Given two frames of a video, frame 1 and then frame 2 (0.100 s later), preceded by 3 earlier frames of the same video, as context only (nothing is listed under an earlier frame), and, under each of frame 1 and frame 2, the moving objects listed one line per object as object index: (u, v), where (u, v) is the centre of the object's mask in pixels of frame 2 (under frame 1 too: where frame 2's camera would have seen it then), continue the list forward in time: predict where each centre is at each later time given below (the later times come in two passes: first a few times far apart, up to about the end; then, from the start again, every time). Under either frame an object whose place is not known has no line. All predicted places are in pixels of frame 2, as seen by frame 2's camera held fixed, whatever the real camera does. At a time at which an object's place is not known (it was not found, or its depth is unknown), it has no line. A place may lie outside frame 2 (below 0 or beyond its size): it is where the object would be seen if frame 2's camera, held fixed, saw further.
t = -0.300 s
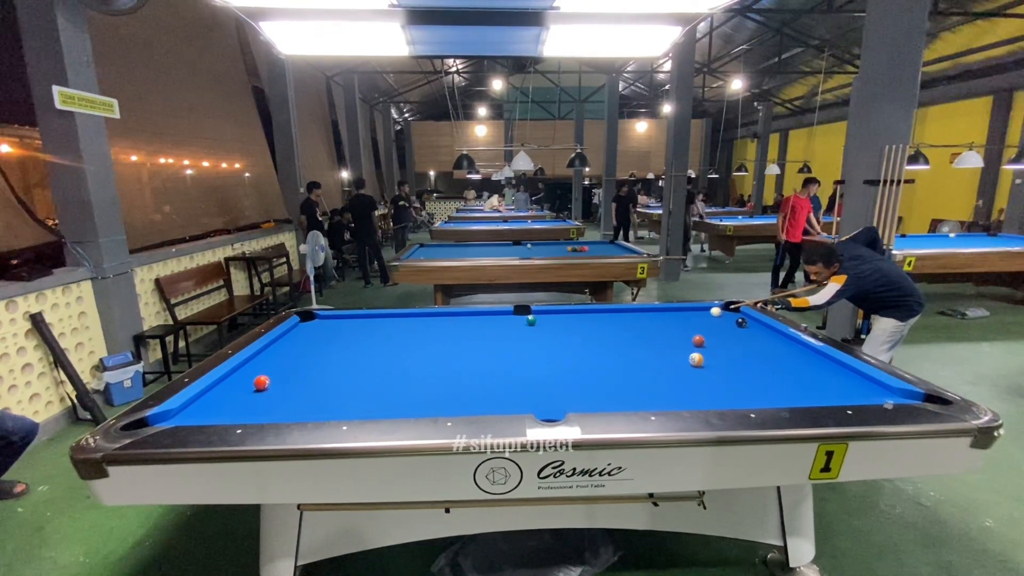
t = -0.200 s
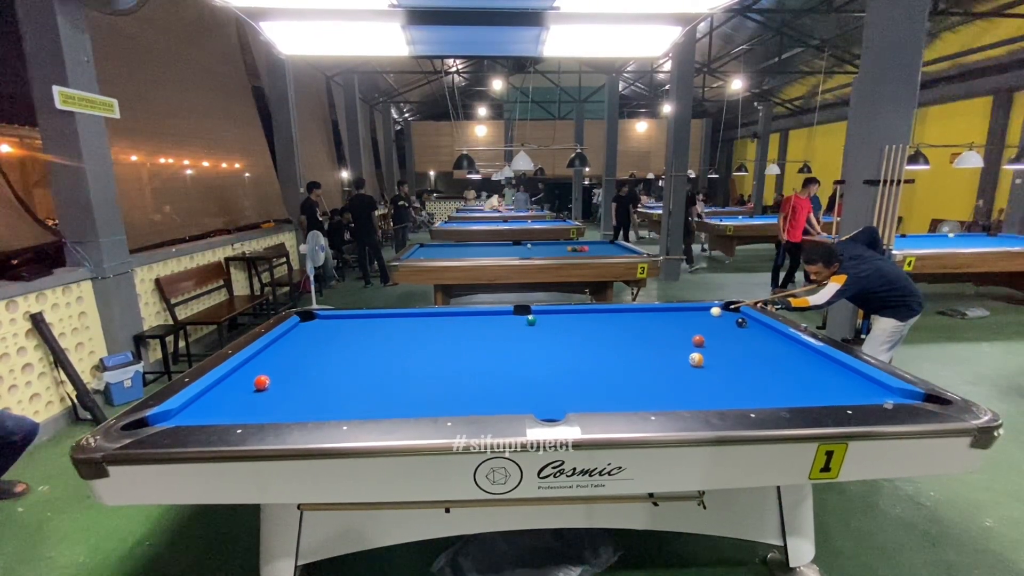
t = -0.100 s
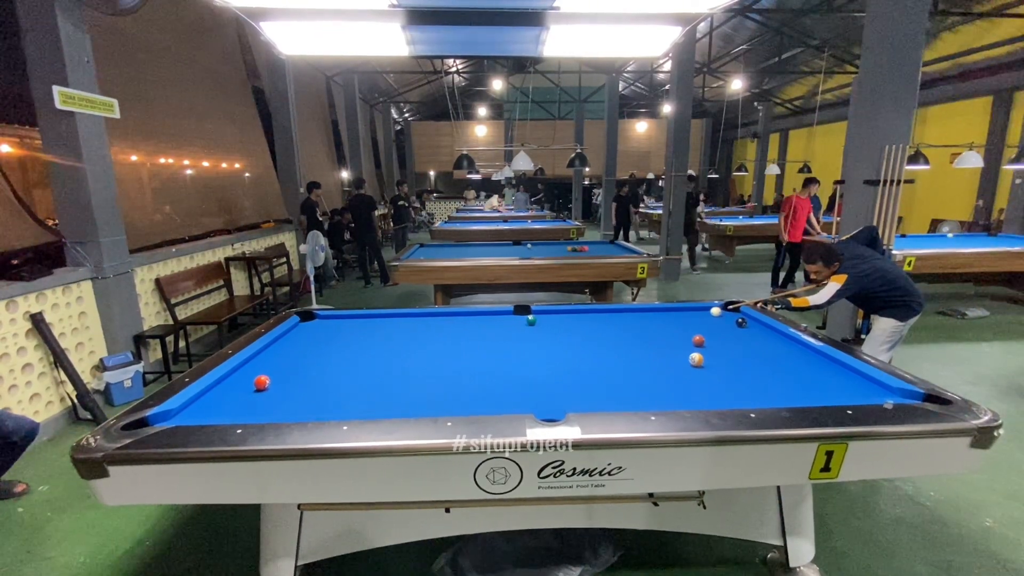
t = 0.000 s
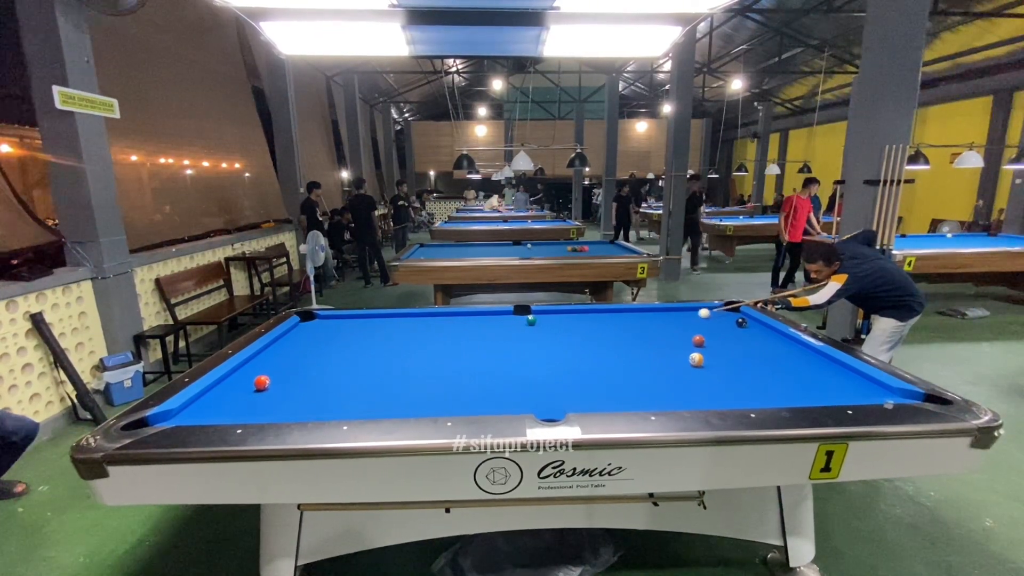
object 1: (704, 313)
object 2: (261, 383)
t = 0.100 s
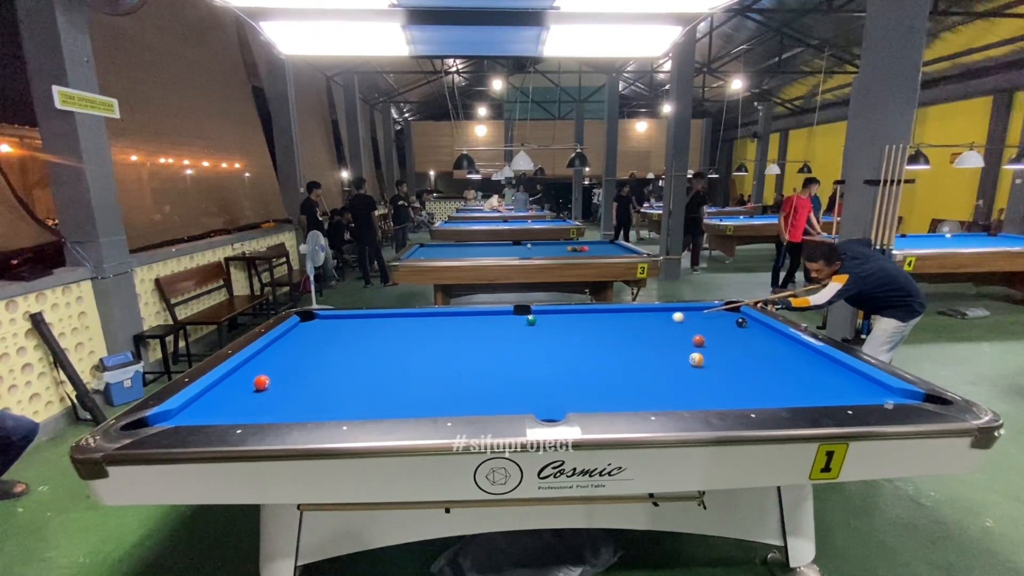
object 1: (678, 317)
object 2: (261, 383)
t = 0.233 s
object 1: (642, 323)
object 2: (261, 383)
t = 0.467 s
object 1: (576, 332)
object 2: (261, 383)
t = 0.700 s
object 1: (501, 343)
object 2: (261, 383)
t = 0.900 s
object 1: (429, 354)
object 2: (261, 383)
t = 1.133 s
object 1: (334, 369)
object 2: (261, 383)
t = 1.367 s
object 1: (257, 375)
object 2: (229, 394)
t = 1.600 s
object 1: (256, 371)
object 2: (164, 416)
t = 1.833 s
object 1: (294, 367)
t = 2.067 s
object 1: (330, 363)
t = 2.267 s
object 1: (359, 360)
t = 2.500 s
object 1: (391, 357)
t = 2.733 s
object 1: (419, 354)
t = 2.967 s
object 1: (446, 351)
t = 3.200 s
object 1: (471, 349)
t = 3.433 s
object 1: (494, 347)
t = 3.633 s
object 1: (512, 345)
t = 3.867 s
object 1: (532, 343)
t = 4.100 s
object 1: (551, 342)
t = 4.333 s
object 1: (569, 340)
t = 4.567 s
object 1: (585, 339)
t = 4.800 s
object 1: (600, 337)
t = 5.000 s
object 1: (612, 336)
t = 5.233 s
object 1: (625, 335)
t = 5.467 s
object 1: (636, 334)
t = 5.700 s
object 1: (647, 333)
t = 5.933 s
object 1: (657, 332)
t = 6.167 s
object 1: (665, 331)
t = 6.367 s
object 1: (671, 330)
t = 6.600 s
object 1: (677, 329)
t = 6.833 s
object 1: (683, 329)
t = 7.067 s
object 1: (687, 329)
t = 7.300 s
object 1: (691, 328)
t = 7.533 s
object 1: (693, 328)
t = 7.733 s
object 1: (694, 328)
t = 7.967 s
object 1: (695, 328)
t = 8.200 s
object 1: (695, 328)
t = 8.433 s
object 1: (695, 328)
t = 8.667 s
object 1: (695, 328)
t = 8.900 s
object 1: (695, 328)
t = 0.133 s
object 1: (669, 318)
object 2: (261, 383)
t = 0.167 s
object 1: (660, 320)
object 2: (261, 383)
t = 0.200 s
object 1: (651, 321)
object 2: (261, 383)
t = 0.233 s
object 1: (642, 323)
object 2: (261, 383)
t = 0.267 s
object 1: (633, 324)
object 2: (261, 383)
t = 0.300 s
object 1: (624, 325)
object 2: (261, 383)
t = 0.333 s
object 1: (615, 326)
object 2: (261, 383)
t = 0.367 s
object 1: (605, 328)
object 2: (261, 383)
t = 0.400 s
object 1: (595, 329)
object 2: (261, 383)
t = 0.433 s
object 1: (586, 331)
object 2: (261, 383)
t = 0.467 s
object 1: (576, 332)
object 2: (261, 383)
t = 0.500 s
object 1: (565, 334)
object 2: (261, 383)
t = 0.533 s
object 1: (555, 335)
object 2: (261, 383)
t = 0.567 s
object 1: (545, 337)
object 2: (261, 383)
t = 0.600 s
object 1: (534, 339)
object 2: (261, 383)
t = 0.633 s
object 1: (523, 340)
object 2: (261, 383)
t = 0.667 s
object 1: (512, 342)
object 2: (261, 383)
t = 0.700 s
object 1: (501, 343)
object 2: (261, 383)
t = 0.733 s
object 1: (490, 345)
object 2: (261, 383)
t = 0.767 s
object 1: (478, 347)
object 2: (261, 383)
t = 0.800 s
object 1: (466, 349)
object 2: (261, 383)
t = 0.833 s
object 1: (454, 350)
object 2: (261, 383)
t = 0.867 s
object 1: (442, 352)
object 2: (261, 383)
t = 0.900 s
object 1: (429, 354)
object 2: (261, 383)
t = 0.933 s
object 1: (416, 356)
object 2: (261, 383)
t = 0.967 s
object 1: (404, 358)
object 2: (261, 383)
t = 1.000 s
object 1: (391, 360)
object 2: (261, 383)
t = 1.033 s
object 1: (377, 362)
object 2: (261, 383)
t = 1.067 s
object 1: (363, 364)
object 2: (261, 383)
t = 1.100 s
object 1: (349, 367)
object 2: (261, 383)
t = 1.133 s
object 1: (334, 369)
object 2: (261, 383)
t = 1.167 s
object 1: (320, 371)
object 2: (261, 383)
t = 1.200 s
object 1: (304, 373)
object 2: (261, 383)
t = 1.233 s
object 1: (289, 376)
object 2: (261, 383)
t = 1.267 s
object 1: (275, 377)
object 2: (260, 383)
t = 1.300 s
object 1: (269, 376)
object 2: (250, 387)
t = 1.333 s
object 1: (263, 375)
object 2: (239, 391)
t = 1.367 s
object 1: (257, 375)
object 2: (229, 394)
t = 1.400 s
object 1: (249, 374)
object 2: (220, 398)
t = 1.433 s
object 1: (242, 374)
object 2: (211, 401)
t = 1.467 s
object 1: (235, 373)
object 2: (202, 404)
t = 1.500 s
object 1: (238, 373)
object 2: (193, 407)
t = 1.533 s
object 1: (244, 372)
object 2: (184, 410)
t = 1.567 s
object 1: (250, 371)
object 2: (174, 413)
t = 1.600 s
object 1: (256, 371)
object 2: (164, 416)
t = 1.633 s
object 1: (261, 370)
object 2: (154, 420)
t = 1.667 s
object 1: (267, 370)
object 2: (144, 425)
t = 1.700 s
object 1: (272, 369)
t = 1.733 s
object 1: (278, 369)
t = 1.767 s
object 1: (283, 368)
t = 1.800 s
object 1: (289, 368)
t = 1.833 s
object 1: (294, 367)
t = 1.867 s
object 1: (300, 366)
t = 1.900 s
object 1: (305, 366)
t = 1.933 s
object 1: (310, 365)
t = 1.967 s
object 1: (315, 365)
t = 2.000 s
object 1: (320, 364)
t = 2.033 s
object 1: (325, 364)
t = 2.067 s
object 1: (330, 363)
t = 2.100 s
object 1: (335, 363)
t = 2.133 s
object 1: (340, 362)
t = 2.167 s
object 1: (345, 362)
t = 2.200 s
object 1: (350, 361)
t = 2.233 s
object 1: (354, 361)
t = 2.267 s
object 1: (359, 360)
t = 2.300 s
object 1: (364, 360)
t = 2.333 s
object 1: (368, 359)
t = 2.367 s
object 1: (373, 359)
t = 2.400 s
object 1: (377, 359)
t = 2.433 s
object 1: (382, 358)
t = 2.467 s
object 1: (386, 358)
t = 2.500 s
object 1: (391, 357)
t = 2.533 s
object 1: (395, 357)
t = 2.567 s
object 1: (399, 356)
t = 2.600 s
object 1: (403, 356)
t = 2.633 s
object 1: (407, 355)
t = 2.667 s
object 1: (411, 355)
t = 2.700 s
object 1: (415, 355)
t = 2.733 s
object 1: (419, 354)
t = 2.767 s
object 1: (423, 354)
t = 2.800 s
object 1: (427, 353)
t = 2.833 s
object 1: (431, 353)
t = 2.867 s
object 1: (435, 352)
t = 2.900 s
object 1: (438, 352)
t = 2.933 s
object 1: (443, 352)
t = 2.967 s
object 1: (446, 351)
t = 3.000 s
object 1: (450, 351)
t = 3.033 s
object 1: (453, 351)
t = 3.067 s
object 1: (457, 350)
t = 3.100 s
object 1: (460, 350)
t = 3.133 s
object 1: (464, 350)
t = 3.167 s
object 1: (468, 349)
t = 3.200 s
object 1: (471, 349)
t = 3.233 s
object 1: (474, 349)
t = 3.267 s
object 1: (478, 348)
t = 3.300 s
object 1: (481, 348)
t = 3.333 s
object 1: (484, 348)
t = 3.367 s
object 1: (487, 347)
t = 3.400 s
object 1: (491, 347)
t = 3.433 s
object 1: (494, 347)
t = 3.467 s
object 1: (497, 347)
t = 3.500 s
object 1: (500, 346)
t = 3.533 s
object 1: (503, 346)
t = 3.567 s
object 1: (507, 346)
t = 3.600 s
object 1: (509, 345)
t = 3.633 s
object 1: (512, 345)
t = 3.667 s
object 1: (515, 345)
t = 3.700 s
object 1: (518, 345)
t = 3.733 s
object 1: (521, 344)
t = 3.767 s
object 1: (524, 344)
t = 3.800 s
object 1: (527, 344)
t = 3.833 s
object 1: (530, 343)
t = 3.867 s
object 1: (532, 343)
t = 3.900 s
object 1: (535, 343)
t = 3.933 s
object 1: (538, 343)
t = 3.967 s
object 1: (541, 343)
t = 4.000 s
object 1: (544, 342)
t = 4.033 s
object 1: (546, 342)
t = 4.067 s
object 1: (549, 342)
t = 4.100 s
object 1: (551, 342)
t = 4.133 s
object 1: (554, 341)
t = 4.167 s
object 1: (556, 341)
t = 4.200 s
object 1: (559, 341)
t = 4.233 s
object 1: (561, 341)
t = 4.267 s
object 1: (564, 340)
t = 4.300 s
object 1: (566, 340)
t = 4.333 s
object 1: (569, 340)
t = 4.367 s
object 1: (571, 340)
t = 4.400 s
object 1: (574, 339)
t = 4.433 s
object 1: (576, 339)
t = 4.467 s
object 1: (578, 339)
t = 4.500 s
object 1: (581, 339)
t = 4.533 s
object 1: (583, 339)
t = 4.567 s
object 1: (585, 339)
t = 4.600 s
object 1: (587, 338)
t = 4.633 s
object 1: (589, 338)
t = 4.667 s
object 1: (592, 338)
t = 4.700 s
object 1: (594, 338)
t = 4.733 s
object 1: (596, 337)
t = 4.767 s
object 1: (598, 337)
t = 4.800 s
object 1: (600, 337)
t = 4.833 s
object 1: (602, 337)
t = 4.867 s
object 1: (604, 337)
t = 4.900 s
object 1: (606, 336)
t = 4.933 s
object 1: (608, 336)
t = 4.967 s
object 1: (610, 336)
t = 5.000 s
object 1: (612, 336)
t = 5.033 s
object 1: (614, 336)
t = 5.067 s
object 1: (616, 336)
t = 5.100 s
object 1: (618, 335)
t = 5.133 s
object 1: (619, 335)
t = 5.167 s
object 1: (621, 335)
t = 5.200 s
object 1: (623, 335)
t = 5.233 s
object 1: (625, 335)
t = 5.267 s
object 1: (626, 335)
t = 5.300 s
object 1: (628, 334)
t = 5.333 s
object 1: (630, 334)
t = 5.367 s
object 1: (632, 334)
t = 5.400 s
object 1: (633, 334)
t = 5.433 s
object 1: (635, 334)
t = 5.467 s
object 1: (636, 334)
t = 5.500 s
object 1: (638, 334)
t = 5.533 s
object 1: (640, 333)
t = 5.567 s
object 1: (641, 333)
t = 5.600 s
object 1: (643, 333)
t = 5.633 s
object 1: (644, 333)
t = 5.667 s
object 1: (646, 333)
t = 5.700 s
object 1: (647, 333)
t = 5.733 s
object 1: (648, 332)
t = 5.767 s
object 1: (650, 332)
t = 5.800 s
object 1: (651, 332)
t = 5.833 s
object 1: (653, 332)
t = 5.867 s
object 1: (654, 332)
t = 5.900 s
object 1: (655, 332)
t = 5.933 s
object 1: (657, 332)
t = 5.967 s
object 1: (658, 332)
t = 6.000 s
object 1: (659, 331)
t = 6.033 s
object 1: (660, 331)
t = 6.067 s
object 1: (661, 331)
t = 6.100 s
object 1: (663, 331)
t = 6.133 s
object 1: (664, 331)
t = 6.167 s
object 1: (665, 331)
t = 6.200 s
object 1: (666, 331)
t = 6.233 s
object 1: (667, 331)
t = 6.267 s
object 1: (668, 330)
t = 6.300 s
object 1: (669, 330)
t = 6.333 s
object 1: (670, 330)
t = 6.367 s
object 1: (671, 330)
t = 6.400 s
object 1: (672, 330)
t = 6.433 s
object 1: (673, 330)
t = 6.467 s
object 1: (674, 330)
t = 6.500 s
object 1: (675, 330)
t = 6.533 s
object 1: (676, 330)
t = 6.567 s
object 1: (676, 330)
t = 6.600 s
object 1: (677, 329)
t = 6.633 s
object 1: (678, 329)
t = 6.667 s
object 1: (679, 329)
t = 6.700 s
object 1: (680, 329)
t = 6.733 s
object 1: (681, 329)
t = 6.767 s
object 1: (681, 329)
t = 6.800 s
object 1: (682, 329)
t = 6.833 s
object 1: (683, 329)
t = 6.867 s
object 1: (683, 329)
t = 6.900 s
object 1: (684, 329)
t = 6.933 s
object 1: (685, 329)
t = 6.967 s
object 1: (685, 329)
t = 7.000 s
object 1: (686, 329)
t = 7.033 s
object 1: (687, 328)
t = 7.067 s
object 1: (687, 329)
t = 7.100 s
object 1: (688, 328)
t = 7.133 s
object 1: (688, 328)
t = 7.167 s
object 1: (689, 328)
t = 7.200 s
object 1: (689, 328)
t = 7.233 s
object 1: (690, 328)
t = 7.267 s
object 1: (690, 328)
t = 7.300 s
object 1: (691, 328)
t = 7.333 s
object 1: (691, 328)
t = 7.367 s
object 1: (691, 328)
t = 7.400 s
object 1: (692, 328)
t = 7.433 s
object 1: (692, 328)
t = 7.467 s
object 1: (692, 328)
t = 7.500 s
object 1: (693, 328)
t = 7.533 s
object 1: (693, 328)
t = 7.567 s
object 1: (693, 328)
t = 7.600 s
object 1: (694, 328)
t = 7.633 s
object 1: (694, 328)
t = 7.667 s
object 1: (694, 328)
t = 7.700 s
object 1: (694, 328)
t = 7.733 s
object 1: (694, 328)
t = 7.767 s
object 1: (695, 328)
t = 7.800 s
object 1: (695, 328)
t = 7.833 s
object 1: (695, 328)
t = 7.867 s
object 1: (695, 328)
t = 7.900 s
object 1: (695, 328)
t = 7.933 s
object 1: (695, 328)
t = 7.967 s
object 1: (695, 328)
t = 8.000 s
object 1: (695, 328)
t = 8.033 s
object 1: (695, 328)
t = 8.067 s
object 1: (695, 328)
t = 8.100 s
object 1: (695, 328)
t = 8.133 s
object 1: (695, 328)
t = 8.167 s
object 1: (695, 328)
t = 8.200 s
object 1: (695, 328)
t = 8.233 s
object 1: (695, 328)
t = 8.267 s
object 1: (695, 328)
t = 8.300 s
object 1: (695, 328)
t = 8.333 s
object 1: (695, 328)
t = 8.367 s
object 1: (695, 328)
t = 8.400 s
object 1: (695, 328)
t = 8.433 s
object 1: (695, 328)
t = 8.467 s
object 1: (695, 328)
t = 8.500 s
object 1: (695, 328)
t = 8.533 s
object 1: (695, 328)
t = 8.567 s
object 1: (695, 328)
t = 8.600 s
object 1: (695, 328)
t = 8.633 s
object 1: (695, 328)
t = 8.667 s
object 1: (695, 328)
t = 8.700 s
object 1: (695, 328)
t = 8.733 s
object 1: (695, 328)
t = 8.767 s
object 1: (695, 328)
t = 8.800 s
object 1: (695, 328)
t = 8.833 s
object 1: (695, 328)
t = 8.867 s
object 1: (695, 328)
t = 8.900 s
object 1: (695, 328)
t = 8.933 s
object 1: (695, 328)
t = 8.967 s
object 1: (695, 328)
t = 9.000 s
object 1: (695, 328)
